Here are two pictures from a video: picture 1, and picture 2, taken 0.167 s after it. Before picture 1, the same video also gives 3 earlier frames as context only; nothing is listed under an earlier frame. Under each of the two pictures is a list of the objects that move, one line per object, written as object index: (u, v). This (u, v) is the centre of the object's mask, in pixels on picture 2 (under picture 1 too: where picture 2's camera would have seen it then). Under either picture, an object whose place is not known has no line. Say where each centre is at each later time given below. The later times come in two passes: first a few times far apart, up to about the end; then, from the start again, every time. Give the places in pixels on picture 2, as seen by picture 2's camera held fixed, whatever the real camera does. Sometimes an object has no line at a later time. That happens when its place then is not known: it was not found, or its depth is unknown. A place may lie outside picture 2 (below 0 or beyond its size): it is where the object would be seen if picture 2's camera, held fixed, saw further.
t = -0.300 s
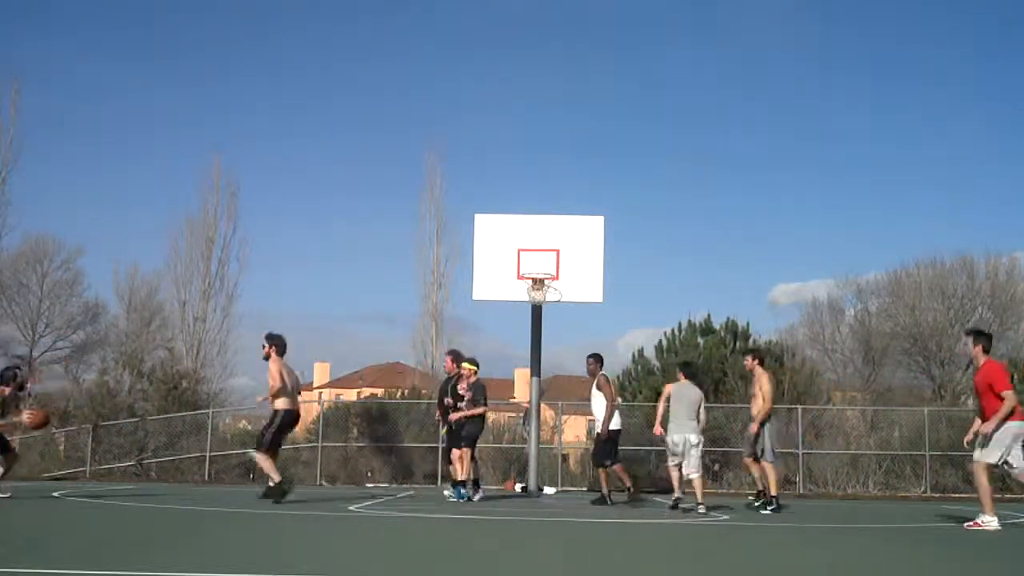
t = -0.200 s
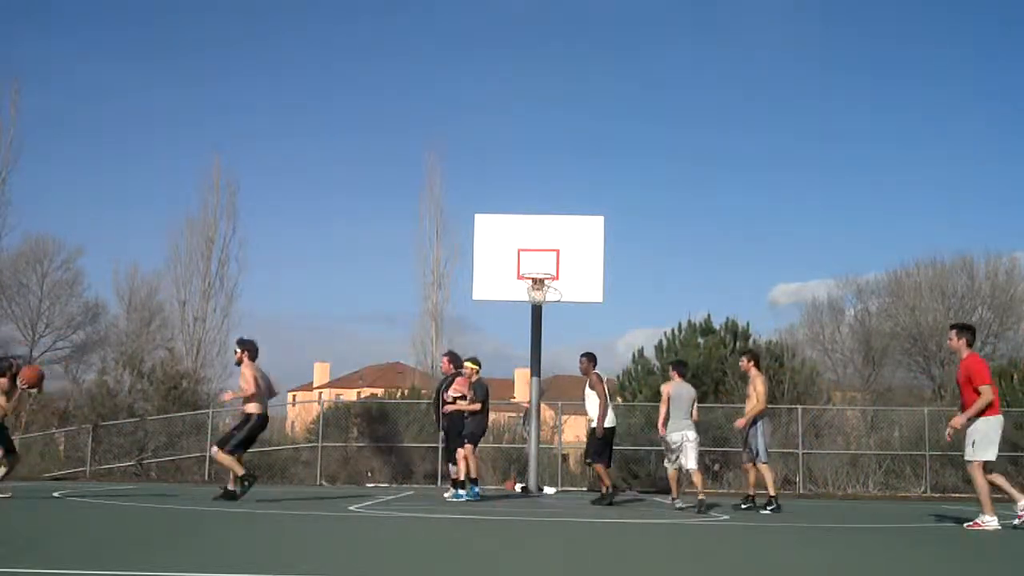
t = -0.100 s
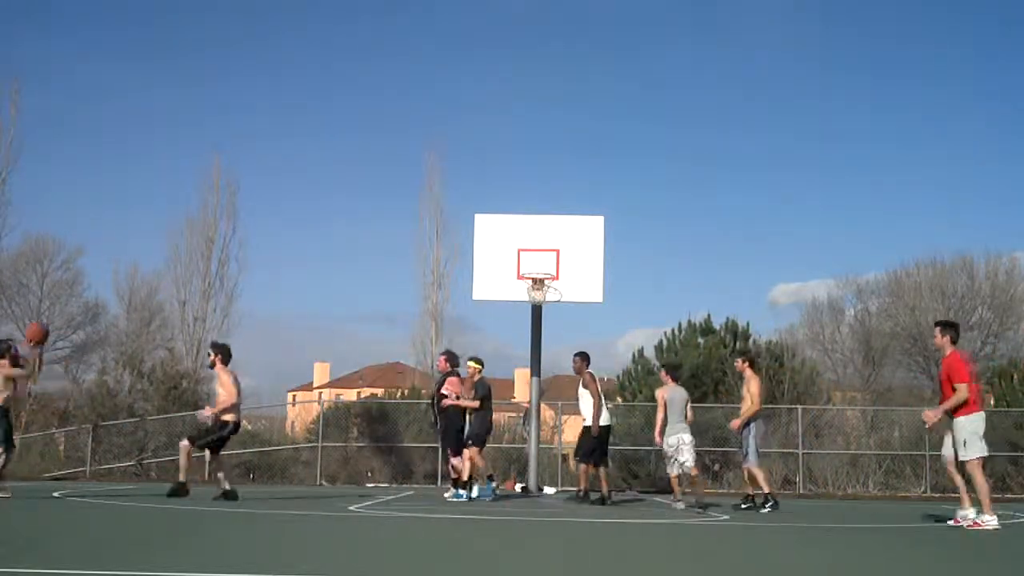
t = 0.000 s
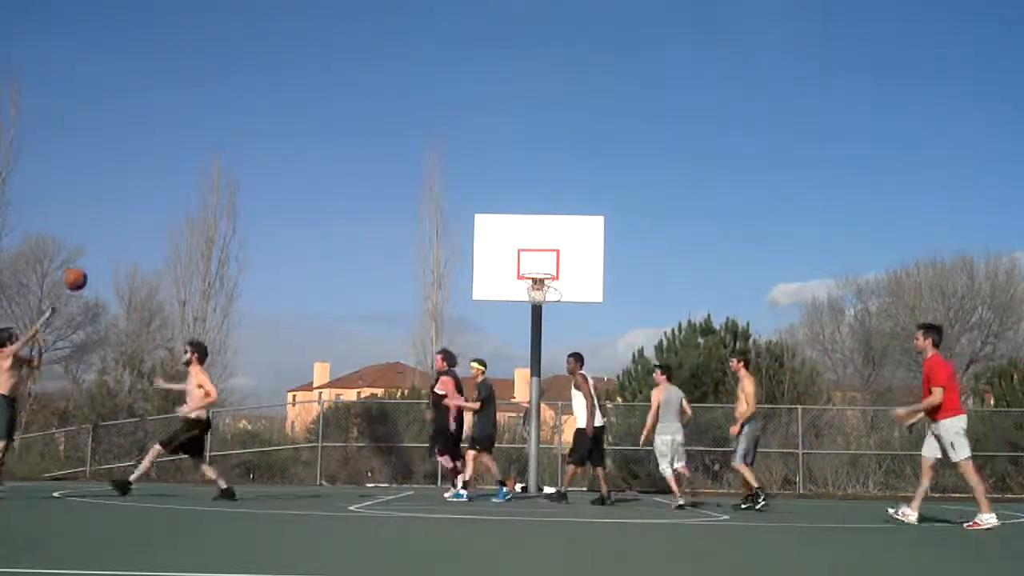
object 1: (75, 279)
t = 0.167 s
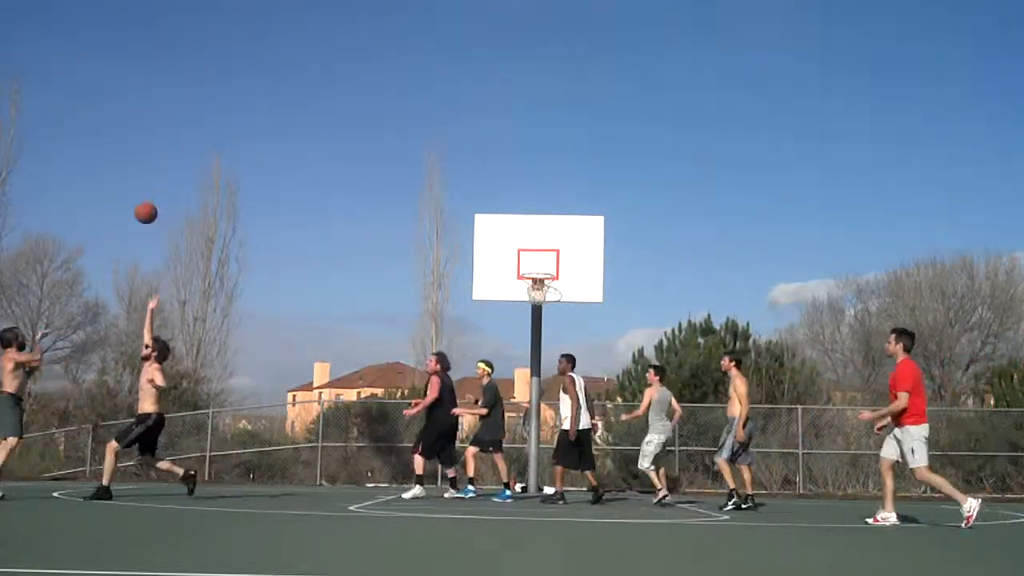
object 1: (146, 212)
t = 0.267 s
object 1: (184, 187)
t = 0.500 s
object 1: (266, 165)
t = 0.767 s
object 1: (347, 196)
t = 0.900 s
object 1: (383, 230)
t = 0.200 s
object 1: (158, 203)
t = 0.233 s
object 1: (172, 194)
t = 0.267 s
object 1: (184, 187)
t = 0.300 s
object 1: (197, 181)
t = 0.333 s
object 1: (209, 176)
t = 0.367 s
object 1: (221, 172)
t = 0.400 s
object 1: (232, 169)
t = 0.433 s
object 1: (244, 166)
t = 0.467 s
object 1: (255, 165)
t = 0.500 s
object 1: (266, 165)
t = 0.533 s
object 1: (277, 166)
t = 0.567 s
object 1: (288, 168)
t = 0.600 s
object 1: (298, 170)
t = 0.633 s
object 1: (308, 174)
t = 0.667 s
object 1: (318, 178)
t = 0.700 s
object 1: (328, 183)
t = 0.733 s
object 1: (337, 189)
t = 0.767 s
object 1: (347, 196)
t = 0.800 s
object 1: (356, 202)
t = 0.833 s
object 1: (365, 211)
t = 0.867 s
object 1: (374, 220)
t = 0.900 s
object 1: (383, 230)
